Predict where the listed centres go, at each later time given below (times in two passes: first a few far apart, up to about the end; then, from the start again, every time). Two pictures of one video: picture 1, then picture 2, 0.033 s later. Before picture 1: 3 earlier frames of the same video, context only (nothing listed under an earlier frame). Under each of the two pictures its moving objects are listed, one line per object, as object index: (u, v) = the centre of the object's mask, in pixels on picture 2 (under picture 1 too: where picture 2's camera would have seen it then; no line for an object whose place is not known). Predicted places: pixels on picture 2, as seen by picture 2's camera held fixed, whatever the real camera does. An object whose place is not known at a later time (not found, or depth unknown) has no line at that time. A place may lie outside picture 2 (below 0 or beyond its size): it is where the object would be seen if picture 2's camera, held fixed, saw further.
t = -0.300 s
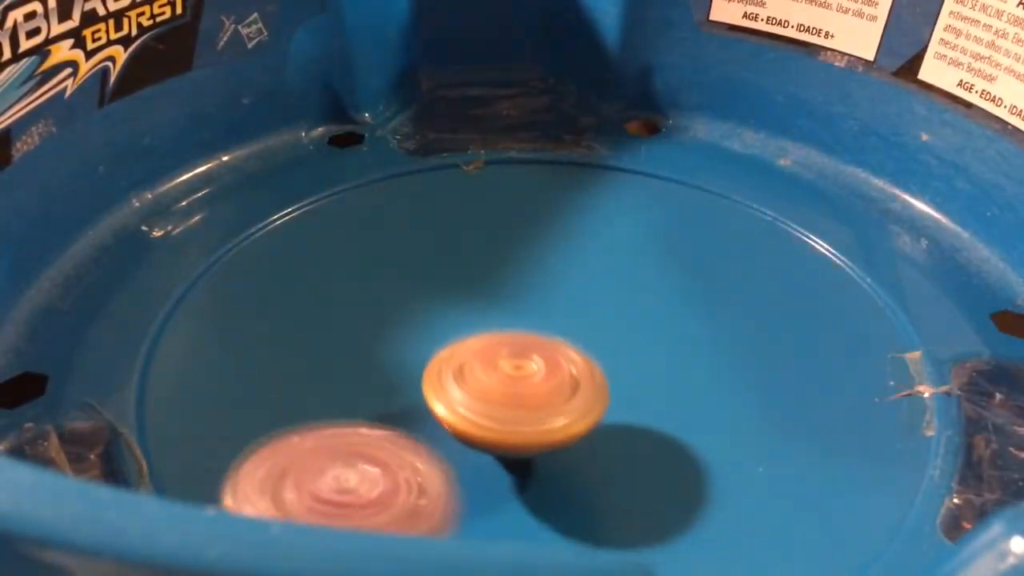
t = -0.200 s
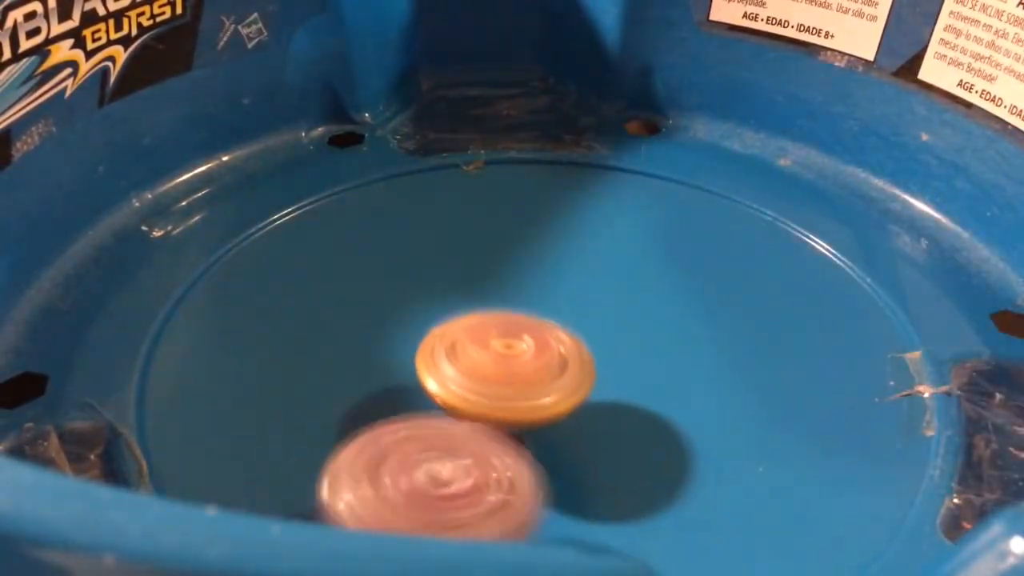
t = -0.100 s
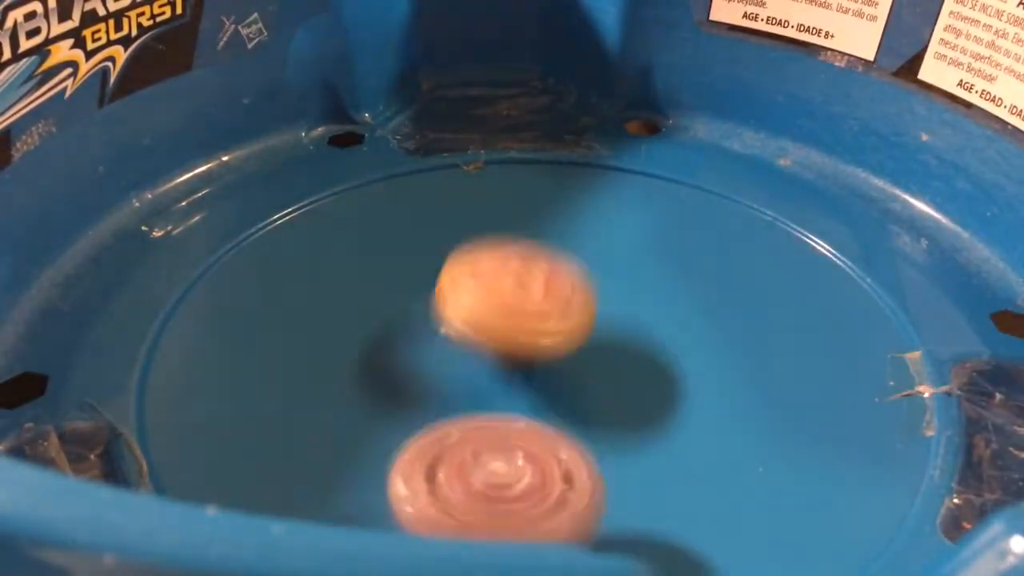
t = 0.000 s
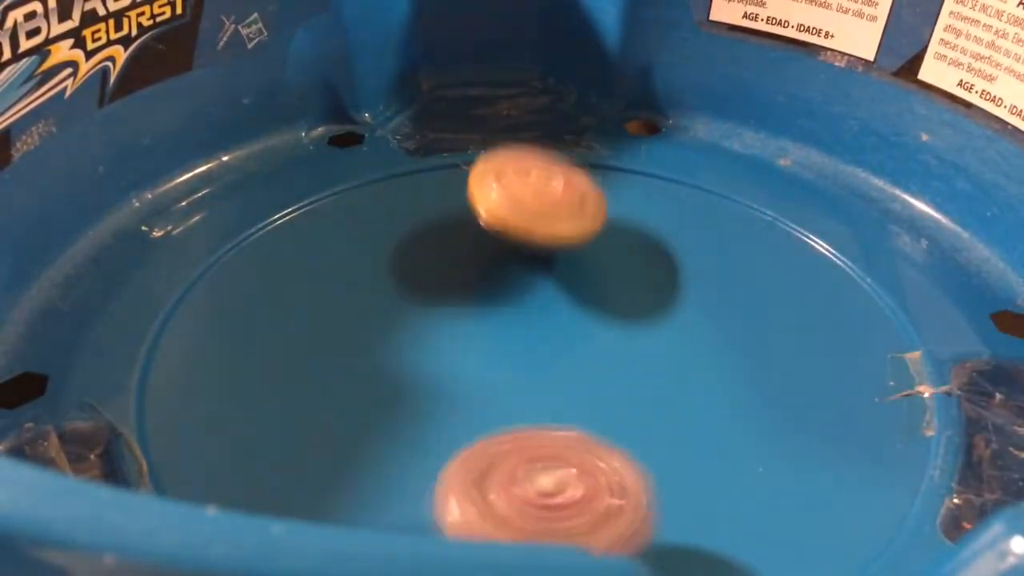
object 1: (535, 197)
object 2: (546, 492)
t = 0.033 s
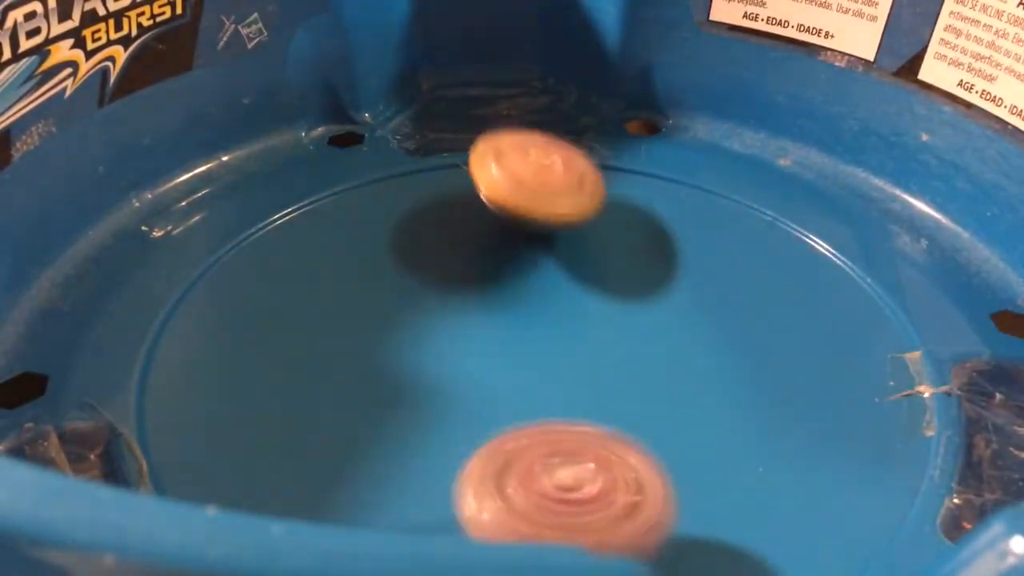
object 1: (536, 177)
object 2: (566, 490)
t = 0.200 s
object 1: (506, 144)
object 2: (621, 422)
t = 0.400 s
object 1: (495, 190)
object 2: (574, 300)
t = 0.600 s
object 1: (522, 200)
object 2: (539, 301)
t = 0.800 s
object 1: (587, 214)
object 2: (524, 358)
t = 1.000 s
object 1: (646, 268)
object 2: (550, 395)
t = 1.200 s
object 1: (698, 322)
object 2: (559, 407)
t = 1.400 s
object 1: (724, 360)
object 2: (485, 408)
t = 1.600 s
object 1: (699, 400)
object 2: (403, 390)
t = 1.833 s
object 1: (600, 427)
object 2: (384, 344)
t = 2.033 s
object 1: (490, 411)
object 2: (416, 294)
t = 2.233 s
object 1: (406, 366)
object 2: (471, 254)
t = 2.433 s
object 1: (374, 311)
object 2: (532, 237)
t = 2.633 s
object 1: (394, 265)
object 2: (592, 248)
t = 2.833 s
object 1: (455, 240)
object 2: (644, 283)
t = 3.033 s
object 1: (532, 237)
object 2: (674, 329)
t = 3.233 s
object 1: (609, 257)
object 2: (664, 372)
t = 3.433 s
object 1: (674, 294)
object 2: (604, 401)
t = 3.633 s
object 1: (700, 345)
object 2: (513, 403)
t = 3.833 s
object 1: (672, 391)
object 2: (433, 377)
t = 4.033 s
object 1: (593, 414)
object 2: (401, 334)
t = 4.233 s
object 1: (497, 403)
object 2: (415, 291)
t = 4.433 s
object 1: (425, 363)
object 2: (466, 258)
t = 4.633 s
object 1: (401, 316)
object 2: (535, 241)
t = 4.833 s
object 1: (424, 273)
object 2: (600, 249)
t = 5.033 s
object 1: (481, 251)
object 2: (652, 282)
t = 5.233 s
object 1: (551, 252)
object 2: (673, 329)
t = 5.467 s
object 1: (625, 276)
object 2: (644, 387)
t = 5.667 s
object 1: (663, 317)
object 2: (568, 417)
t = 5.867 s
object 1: (656, 360)
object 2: (471, 414)
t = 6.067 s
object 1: (605, 392)
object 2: (410, 374)
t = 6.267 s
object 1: (533, 397)
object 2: (394, 315)
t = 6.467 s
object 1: (467, 370)
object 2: (423, 261)
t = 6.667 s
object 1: (440, 337)
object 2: (488, 228)
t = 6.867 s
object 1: (448, 301)
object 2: (561, 226)
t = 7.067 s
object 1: (455, 289)
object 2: (659, 251)
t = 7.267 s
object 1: (492, 290)
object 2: (728, 292)
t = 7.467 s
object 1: (539, 302)
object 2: (730, 352)
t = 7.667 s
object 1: (549, 310)
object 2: (679, 421)
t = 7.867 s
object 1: (551, 330)
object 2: (580, 461)
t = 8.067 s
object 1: (547, 340)
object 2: (450, 440)
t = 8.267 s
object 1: (554, 336)
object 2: (359, 375)
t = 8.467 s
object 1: (567, 329)
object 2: (353, 297)
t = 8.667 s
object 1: (578, 325)
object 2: (418, 241)
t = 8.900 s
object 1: (581, 325)
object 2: (535, 220)
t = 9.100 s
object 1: (569, 344)
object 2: (642, 237)
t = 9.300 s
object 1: (543, 352)
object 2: (717, 287)
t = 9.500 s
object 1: (516, 347)
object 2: (718, 358)
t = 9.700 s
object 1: (499, 330)
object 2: (628, 416)
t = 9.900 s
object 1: (498, 306)
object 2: (490, 424)
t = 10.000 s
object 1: (506, 298)
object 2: (428, 405)
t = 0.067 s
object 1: (532, 162)
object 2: (584, 485)
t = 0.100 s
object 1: (527, 152)
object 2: (600, 475)
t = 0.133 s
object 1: (520, 146)
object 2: (610, 461)
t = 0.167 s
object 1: (513, 144)
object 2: (618, 442)
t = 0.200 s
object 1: (506, 144)
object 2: (621, 422)
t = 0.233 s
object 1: (500, 147)
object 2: (622, 403)
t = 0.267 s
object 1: (496, 151)
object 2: (619, 382)
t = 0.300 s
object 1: (493, 158)
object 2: (612, 360)
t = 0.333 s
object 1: (492, 168)
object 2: (601, 340)
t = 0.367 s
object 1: (492, 178)
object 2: (588, 319)
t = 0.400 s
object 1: (495, 190)
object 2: (574, 300)
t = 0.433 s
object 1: (495, 196)
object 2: (562, 289)
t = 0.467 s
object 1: (495, 194)
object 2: (559, 296)
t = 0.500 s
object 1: (497, 193)
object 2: (555, 299)
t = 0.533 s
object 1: (503, 195)
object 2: (550, 299)
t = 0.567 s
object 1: (511, 197)
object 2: (544, 300)
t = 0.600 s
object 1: (522, 200)
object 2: (539, 301)
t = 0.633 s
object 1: (534, 198)
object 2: (531, 310)
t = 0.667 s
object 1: (546, 197)
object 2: (526, 319)
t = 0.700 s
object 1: (556, 198)
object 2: (524, 331)
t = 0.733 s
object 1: (566, 202)
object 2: (522, 340)
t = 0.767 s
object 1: (577, 207)
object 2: (522, 349)
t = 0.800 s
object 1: (587, 214)
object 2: (524, 358)
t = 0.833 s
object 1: (598, 221)
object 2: (526, 366)
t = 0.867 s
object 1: (609, 229)
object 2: (530, 374)
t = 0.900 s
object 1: (619, 238)
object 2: (534, 380)
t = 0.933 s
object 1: (628, 247)
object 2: (539, 386)
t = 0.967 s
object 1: (637, 258)
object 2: (544, 391)
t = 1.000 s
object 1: (646, 268)
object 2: (550, 395)
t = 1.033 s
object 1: (655, 278)
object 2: (555, 398)
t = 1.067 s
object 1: (662, 289)
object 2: (561, 399)
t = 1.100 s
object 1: (670, 300)
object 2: (566, 400)
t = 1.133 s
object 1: (679, 309)
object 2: (569, 400)
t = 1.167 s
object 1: (690, 316)
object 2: (563, 404)
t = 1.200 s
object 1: (698, 322)
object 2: (559, 407)
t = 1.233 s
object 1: (702, 329)
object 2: (555, 409)
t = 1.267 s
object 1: (703, 337)
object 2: (549, 409)
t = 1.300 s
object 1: (702, 346)
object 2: (545, 409)
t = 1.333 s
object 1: (706, 353)
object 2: (532, 408)
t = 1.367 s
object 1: (719, 356)
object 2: (505, 408)
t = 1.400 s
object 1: (724, 360)
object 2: (485, 408)
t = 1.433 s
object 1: (725, 366)
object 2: (468, 407)
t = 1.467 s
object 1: (723, 372)
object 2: (451, 405)
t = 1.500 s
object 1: (718, 379)
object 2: (437, 402)
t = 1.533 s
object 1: (713, 386)
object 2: (424, 399)
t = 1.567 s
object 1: (707, 393)
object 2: (413, 395)
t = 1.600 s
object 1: (699, 400)
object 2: (403, 390)
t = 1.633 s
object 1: (689, 406)
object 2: (395, 385)
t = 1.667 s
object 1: (678, 411)
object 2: (390, 379)
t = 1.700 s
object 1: (664, 416)
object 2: (385, 372)
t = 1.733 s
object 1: (650, 420)
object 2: (383, 366)
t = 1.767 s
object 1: (635, 423)
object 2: (382, 359)
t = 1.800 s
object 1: (618, 426)
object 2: (382, 352)
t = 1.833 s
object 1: (600, 427)
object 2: (384, 344)
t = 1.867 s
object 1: (581, 427)
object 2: (387, 336)
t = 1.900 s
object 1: (562, 426)
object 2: (391, 326)
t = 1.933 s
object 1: (543, 425)
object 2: (396, 319)
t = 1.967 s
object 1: (525, 421)
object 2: (402, 311)
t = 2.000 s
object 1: (507, 416)
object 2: (409, 303)
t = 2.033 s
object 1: (490, 411)
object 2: (416, 294)
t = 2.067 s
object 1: (473, 405)
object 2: (424, 286)
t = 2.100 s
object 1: (457, 398)
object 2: (432, 278)
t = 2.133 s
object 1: (443, 391)
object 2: (442, 271)
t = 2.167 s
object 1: (429, 384)
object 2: (452, 265)
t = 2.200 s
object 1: (417, 375)
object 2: (462, 258)
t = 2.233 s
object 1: (406, 366)
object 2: (471, 254)
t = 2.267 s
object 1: (396, 357)
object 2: (482, 249)
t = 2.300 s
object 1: (388, 348)
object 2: (492, 244)
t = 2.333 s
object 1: (382, 339)
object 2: (502, 242)
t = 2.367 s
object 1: (378, 329)
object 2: (512, 239)
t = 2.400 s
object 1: (375, 320)
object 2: (522, 238)
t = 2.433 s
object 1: (374, 311)
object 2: (532, 237)
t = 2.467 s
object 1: (374, 302)
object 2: (542, 238)
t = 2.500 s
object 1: (375, 293)
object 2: (552, 238)
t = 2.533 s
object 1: (378, 285)
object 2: (562, 240)
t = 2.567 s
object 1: (382, 278)
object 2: (572, 241)
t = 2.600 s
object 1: (387, 271)
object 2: (582, 245)
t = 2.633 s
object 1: (394, 265)
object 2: (592, 248)
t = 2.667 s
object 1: (402, 259)
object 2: (601, 252)
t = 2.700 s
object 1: (412, 254)
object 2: (610, 257)
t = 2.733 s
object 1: (421, 250)
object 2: (619, 263)
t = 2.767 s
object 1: (432, 246)
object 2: (628, 269)
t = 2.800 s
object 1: (444, 243)
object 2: (636, 276)
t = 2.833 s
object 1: (455, 240)
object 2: (644, 283)
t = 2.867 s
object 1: (468, 238)
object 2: (651, 290)
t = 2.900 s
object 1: (480, 237)
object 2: (657, 298)
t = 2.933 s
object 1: (492, 236)
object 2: (663, 305)
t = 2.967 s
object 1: (505, 236)
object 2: (668, 313)
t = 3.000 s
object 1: (518, 236)
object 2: (672, 321)
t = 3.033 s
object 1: (532, 237)
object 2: (674, 329)
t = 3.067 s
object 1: (545, 239)
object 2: (676, 337)
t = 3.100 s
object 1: (558, 241)
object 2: (677, 345)
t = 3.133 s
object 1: (571, 245)
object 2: (675, 352)
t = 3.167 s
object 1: (584, 248)
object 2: (673, 359)
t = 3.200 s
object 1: (597, 252)
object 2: (669, 366)
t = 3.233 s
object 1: (609, 257)
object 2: (664, 372)
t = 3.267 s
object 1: (622, 261)
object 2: (658, 379)
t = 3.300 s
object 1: (633, 267)
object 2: (650, 385)
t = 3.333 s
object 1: (645, 273)
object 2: (641, 390)
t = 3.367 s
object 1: (656, 279)
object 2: (630, 394)
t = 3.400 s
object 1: (665, 286)
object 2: (617, 398)
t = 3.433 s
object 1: (674, 294)
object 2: (604, 401)
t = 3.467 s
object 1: (682, 302)
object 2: (590, 404)
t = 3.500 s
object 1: (688, 311)
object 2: (575, 406)
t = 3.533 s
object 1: (694, 319)
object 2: (560, 406)
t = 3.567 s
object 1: (697, 328)
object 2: (545, 406)
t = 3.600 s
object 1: (699, 336)
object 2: (529, 405)
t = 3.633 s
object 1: (700, 345)
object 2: (513, 403)
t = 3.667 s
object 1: (700, 353)
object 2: (498, 401)
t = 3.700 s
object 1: (698, 362)
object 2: (483, 397)
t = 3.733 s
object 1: (693, 370)
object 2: (469, 393)
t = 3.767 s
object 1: (688, 377)
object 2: (455, 388)
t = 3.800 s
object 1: (681, 384)
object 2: (443, 383)
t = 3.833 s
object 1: (672, 391)
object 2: (433, 377)
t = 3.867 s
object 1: (662, 397)
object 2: (424, 371)
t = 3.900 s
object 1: (650, 402)
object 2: (417, 363)
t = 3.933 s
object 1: (637, 407)
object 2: (410, 356)
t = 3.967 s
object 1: (624, 410)
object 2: (406, 349)
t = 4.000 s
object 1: (609, 412)
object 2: (403, 342)
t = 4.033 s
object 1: (593, 414)
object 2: (401, 334)
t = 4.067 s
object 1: (577, 415)
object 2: (400, 327)
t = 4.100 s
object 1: (560, 414)
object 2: (401, 319)
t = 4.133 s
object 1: (544, 413)
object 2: (403, 312)
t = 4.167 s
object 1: (527, 411)
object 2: (406, 305)
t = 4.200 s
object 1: (512, 407)
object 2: (410, 298)
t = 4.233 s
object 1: (497, 403)
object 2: (415, 291)
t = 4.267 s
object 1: (482, 397)
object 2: (421, 284)
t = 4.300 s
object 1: (468, 392)
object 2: (428, 278)
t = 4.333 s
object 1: (456, 385)
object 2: (436, 272)
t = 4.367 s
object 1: (445, 378)
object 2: (445, 267)
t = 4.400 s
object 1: (434, 370)
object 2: (455, 263)
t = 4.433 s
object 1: (425, 363)
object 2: (466, 258)
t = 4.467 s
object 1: (418, 356)
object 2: (478, 254)
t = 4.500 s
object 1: (412, 349)
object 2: (489, 251)
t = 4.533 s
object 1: (407, 341)
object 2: (500, 248)
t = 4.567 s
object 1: (403, 333)
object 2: (512, 245)
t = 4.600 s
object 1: (402, 324)
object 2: (523, 244)
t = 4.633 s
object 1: (401, 316)
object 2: (535, 241)
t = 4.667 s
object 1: (402, 308)
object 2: (546, 241)
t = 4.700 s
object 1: (404, 300)
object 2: (558, 241)
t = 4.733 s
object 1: (408, 293)
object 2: (569, 242)
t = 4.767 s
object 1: (413, 286)
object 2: (579, 244)
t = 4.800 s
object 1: (418, 279)
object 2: (589, 246)
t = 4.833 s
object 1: (424, 273)
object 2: (600, 249)
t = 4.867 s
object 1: (432, 268)
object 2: (609, 253)
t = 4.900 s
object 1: (440, 263)
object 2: (619, 258)
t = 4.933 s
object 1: (449, 259)
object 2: (627, 263)
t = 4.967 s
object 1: (459, 256)
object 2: (636, 269)
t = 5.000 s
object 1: (470, 253)
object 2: (644, 275)
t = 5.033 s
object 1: (481, 251)
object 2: (652, 282)
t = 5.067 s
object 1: (492, 249)
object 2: (658, 290)
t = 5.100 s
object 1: (503, 248)
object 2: (663, 297)
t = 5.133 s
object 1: (515, 248)
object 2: (667, 305)
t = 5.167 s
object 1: (527, 249)
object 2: (669, 312)
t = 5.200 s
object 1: (539, 250)
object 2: (671, 321)
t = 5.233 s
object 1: (551, 252)
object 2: (673, 329)
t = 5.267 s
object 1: (563, 255)
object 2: (673, 338)
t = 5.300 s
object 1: (575, 257)
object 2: (672, 346)
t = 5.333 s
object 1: (586, 260)
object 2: (669, 355)
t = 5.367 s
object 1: (596, 263)
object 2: (665, 362)
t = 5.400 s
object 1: (607, 267)
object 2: (659, 370)
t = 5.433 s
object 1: (616, 271)
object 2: (652, 379)
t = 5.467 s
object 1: (625, 276)
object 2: (644, 387)
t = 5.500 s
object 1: (634, 282)
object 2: (634, 394)
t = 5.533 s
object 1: (642, 288)
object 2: (623, 401)
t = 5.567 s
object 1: (649, 294)
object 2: (611, 405)
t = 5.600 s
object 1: (654, 302)
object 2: (597, 410)
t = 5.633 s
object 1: (659, 309)
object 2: (584, 414)
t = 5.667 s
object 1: (663, 317)
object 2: (568, 417)
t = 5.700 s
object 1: (665, 323)
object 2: (551, 419)
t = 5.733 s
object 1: (664, 331)
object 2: (535, 421)
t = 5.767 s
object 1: (663, 338)
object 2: (519, 421)
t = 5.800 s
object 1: (662, 345)
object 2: (502, 420)
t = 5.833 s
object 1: (659, 353)
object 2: (486, 417)
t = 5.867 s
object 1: (656, 360)
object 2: (471, 414)
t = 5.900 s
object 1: (651, 366)
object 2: (457, 410)
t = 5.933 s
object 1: (644, 373)
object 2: (444, 404)
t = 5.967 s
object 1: (636, 379)
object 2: (434, 398)
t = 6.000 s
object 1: (627, 384)
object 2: (425, 391)
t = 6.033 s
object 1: (617, 388)
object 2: (416, 382)
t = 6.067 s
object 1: (605, 392)
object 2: (410, 374)
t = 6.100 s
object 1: (593, 395)
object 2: (405, 365)
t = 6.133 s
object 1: (582, 397)
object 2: (399, 355)
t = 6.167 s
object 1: (571, 398)
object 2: (396, 345)
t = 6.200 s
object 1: (558, 399)
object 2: (393, 335)
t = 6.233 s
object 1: (545, 399)
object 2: (393, 325)
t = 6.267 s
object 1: (533, 397)
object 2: (394, 315)
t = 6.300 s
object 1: (521, 395)
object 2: (396, 305)
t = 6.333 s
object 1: (508, 391)
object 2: (400, 294)
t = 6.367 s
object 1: (497, 386)
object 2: (404, 285)
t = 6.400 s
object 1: (487, 381)
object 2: (410, 276)
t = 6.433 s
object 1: (477, 375)
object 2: (416, 268)
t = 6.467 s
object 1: (467, 370)
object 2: (423, 261)
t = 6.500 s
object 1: (459, 364)
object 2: (432, 255)
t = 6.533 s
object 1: (452, 357)
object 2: (442, 250)
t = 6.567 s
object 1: (446, 352)
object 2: (453, 243)
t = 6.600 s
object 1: (443, 348)
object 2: (465, 237)
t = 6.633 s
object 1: (441, 343)
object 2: (477, 232)
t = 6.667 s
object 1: (440, 337)
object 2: (488, 228)
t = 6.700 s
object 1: (439, 331)
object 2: (499, 225)
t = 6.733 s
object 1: (438, 324)
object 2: (511, 224)
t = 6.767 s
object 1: (440, 318)
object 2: (524, 224)
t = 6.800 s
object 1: (442, 312)
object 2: (536, 224)
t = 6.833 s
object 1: (445, 306)
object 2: (548, 225)
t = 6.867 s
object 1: (448, 301)
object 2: (561, 226)
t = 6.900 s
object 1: (453, 295)
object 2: (573, 230)
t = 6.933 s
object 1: (458, 291)
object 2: (586, 234)
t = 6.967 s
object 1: (455, 289)
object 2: (606, 238)
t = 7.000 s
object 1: (451, 289)
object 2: (626, 242)
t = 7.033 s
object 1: (452, 289)
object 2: (643, 247)
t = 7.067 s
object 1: (455, 289)
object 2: (659, 251)
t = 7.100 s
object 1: (459, 290)
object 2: (673, 256)
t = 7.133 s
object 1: (465, 290)
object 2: (687, 263)
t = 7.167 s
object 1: (472, 290)
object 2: (700, 270)
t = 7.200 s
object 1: (479, 290)
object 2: (712, 277)
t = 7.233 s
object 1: (485, 290)
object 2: (721, 285)
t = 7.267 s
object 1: (492, 290)
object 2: (728, 292)
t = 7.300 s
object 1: (500, 291)
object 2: (734, 303)
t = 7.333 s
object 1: (508, 293)
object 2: (737, 312)
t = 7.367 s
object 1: (516, 295)
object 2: (739, 322)
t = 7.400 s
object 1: (524, 297)
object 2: (739, 333)
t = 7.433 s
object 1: (531, 299)
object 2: (736, 341)
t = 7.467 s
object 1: (539, 302)
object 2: (730, 352)
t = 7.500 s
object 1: (547, 305)
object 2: (722, 360)
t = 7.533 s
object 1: (554, 309)
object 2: (711, 372)
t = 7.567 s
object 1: (559, 311)
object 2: (700, 382)
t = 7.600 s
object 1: (555, 309)
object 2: (697, 395)
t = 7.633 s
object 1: (551, 308)
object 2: (689, 410)
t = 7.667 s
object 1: (549, 310)
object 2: (679, 421)
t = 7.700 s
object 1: (548, 313)
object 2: (667, 431)
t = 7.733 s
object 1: (549, 317)
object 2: (653, 441)
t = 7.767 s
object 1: (549, 320)
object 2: (638, 448)
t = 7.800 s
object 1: (550, 324)
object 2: (619, 455)
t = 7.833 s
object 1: (551, 328)
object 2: (600, 458)
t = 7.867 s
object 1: (551, 330)
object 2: (580, 461)
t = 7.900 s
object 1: (550, 333)
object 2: (560, 461)
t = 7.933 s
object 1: (549, 336)
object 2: (538, 459)
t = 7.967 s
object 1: (548, 338)
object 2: (515, 456)
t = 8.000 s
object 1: (548, 340)
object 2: (494, 453)
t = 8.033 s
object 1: (549, 340)
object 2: (470, 448)
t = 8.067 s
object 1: (547, 340)
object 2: (450, 440)
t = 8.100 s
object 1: (545, 341)
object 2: (432, 432)
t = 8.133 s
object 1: (544, 341)
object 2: (413, 422)
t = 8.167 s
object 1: (542, 342)
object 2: (399, 412)
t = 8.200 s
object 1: (544, 341)
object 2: (383, 401)
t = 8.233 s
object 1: (551, 338)
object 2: (369, 388)
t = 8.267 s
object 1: (554, 336)
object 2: (359, 375)
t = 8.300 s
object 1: (556, 334)
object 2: (351, 361)
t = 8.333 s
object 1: (558, 332)
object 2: (347, 348)
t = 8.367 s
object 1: (560, 331)
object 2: (346, 335)
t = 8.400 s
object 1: (562, 330)
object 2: (347, 322)
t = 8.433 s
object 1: (564, 329)
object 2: (349, 309)
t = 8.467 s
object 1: (567, 329)
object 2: (353, 297)
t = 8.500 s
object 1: (569, 328)
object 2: (362, 285)
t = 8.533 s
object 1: (571, 327)
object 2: (370, 275)
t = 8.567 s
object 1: (574, 327)
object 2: (381, 263)
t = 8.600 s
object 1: (575, 326)
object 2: (390, 256)
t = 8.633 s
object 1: (577, 326)
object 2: (405, 248)
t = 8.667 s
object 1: (578, 325)
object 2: (418, 241)
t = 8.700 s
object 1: (579, 325)
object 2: (434, 235)
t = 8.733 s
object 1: (580, 325)
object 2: (448, 230)
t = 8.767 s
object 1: (580, 324)
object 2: (466, 226)
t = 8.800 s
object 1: (581, 324)
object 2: (482, 224)
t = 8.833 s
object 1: (581, 324)
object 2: (501, 221)
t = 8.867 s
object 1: (581, 324)
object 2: (516, 220)
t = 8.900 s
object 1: (581, 325)
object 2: (535, 220)
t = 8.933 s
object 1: (580, 325)
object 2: (552, 221)
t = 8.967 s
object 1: (579, 325)
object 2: (571, 222)
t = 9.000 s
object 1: (576, 331)
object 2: (590, 224)
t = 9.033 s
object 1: (573, 337)
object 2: (610, 227)
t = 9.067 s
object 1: (571, 341)
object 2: (626, 232)
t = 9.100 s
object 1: (569, 344)
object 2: (642, 237)
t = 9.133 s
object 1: (566, 346)
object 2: (658, 245)
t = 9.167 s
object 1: (562, 348)
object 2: (673, 252)
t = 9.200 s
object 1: (558, 349)
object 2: (686, 259)
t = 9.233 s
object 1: (553, 351)
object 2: (697, 268)
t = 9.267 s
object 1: (548, 352)
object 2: (709, 278)
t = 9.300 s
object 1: (543, 352)
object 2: (717, 287)
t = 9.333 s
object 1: (539, 352)
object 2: (722, 297)
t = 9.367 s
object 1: (533, 352)
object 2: (727, 309)
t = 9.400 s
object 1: (529, 351)
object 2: (729, 322)
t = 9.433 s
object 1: (525, 350)
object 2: (728, 332)
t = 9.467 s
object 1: (520, 349)
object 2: (724, 345)
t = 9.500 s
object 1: (516, 347)
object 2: (718, 358)
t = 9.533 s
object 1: (513, 345)
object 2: (710, 369)
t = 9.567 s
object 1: (509, 343)
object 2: (697, 381)
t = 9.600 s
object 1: (507, 340)
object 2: (683, 391)
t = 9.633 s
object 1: (504, 337)
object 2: (667, 401)
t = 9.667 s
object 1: (502, 335)
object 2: (647, 409)
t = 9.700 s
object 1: (499, 330)
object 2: (628, 416)
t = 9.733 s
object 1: (496, 325)
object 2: (606, 421)
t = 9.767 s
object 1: (495, 321)
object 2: (586, 425)
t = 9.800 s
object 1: (494, 317)
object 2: (561, 427)
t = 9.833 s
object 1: (495, 313)
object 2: (539, 429)
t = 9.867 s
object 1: (497, 310)
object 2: (516, 427)
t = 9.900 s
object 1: (498, 306)
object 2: (490, 424)
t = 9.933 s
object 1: (500, 303)
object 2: (466, 419)
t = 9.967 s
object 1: (503, 300)
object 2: (446, 412)
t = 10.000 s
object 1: (506, 298)
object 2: (428, 405)
